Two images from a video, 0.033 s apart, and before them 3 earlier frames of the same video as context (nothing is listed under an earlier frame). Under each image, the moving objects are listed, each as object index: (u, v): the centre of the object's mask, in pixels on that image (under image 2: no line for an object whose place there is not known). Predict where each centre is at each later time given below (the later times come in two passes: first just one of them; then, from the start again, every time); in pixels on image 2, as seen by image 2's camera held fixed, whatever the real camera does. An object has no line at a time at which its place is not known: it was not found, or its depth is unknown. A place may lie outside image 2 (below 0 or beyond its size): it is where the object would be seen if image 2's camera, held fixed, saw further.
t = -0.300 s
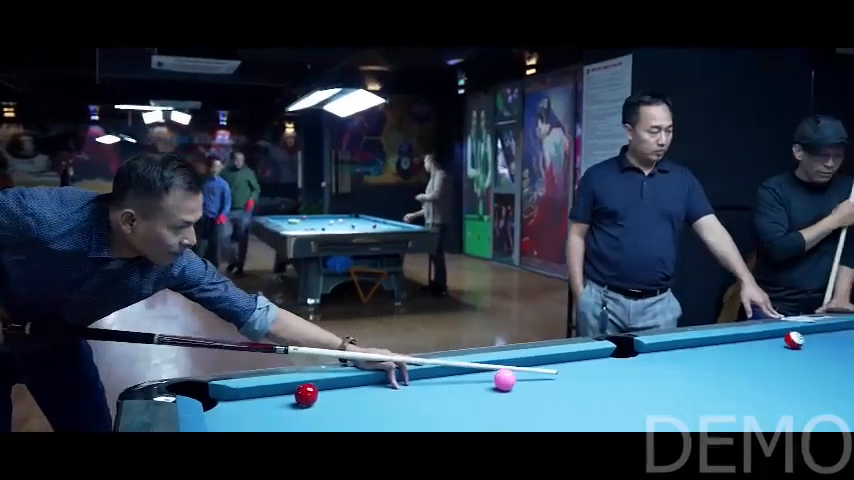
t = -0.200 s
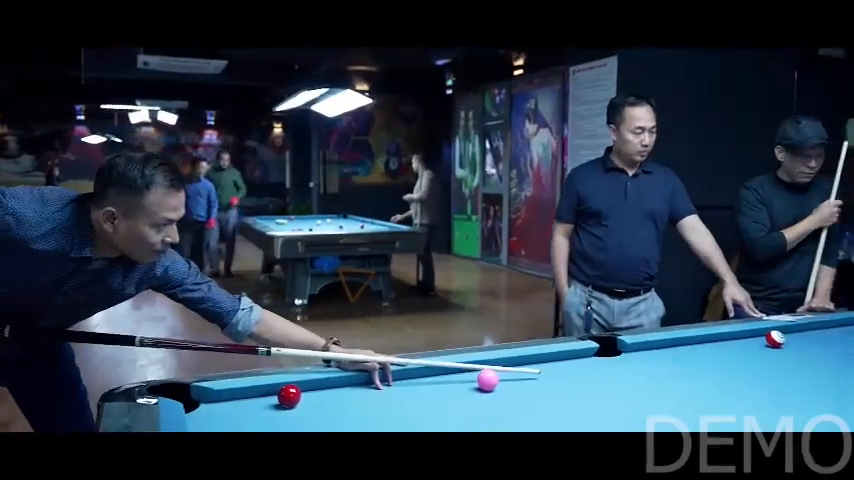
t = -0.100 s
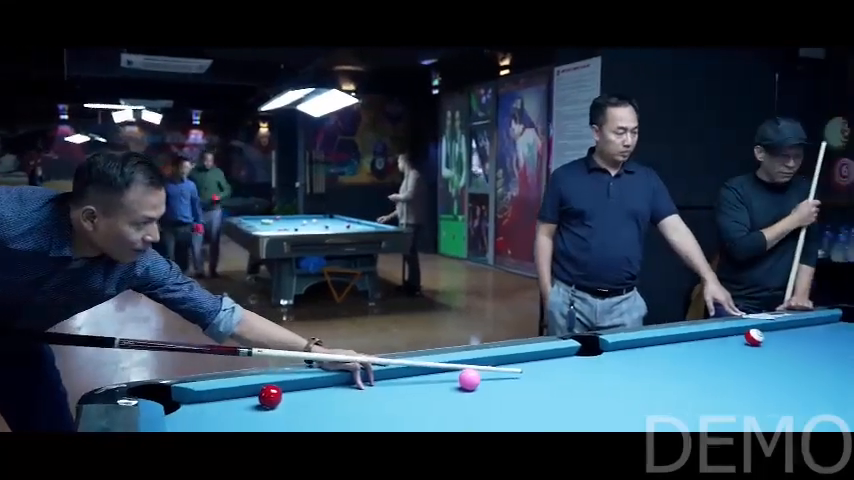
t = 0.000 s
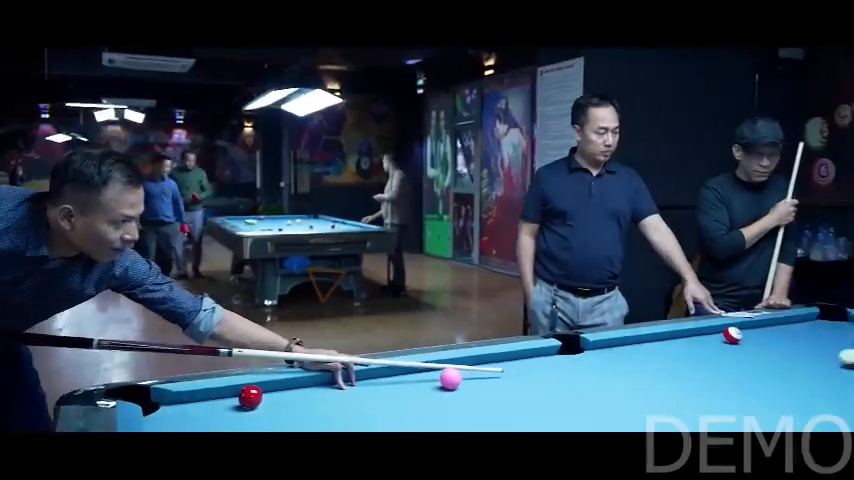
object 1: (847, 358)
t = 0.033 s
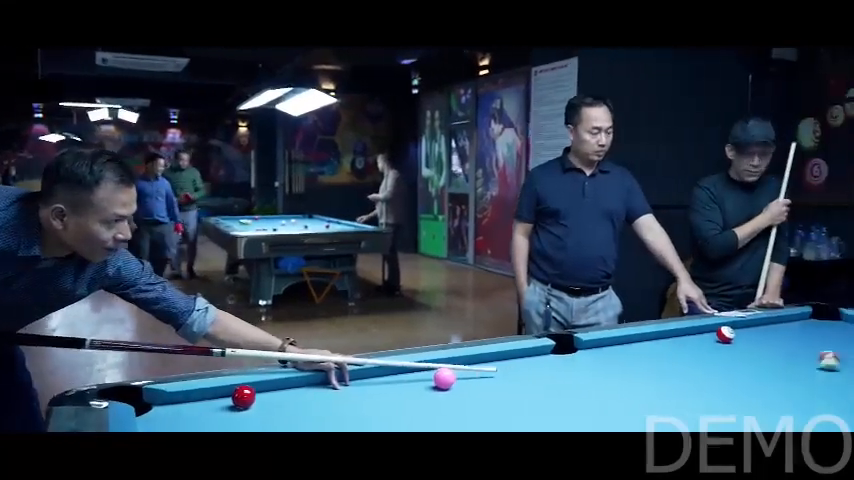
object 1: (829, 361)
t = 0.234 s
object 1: (747, 377)
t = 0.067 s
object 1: (815, 363)
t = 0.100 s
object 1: (803, 365)
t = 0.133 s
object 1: (789, 369)
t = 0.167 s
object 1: (776, 371)
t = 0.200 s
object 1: (762, 373)
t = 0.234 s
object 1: (747, 377)
